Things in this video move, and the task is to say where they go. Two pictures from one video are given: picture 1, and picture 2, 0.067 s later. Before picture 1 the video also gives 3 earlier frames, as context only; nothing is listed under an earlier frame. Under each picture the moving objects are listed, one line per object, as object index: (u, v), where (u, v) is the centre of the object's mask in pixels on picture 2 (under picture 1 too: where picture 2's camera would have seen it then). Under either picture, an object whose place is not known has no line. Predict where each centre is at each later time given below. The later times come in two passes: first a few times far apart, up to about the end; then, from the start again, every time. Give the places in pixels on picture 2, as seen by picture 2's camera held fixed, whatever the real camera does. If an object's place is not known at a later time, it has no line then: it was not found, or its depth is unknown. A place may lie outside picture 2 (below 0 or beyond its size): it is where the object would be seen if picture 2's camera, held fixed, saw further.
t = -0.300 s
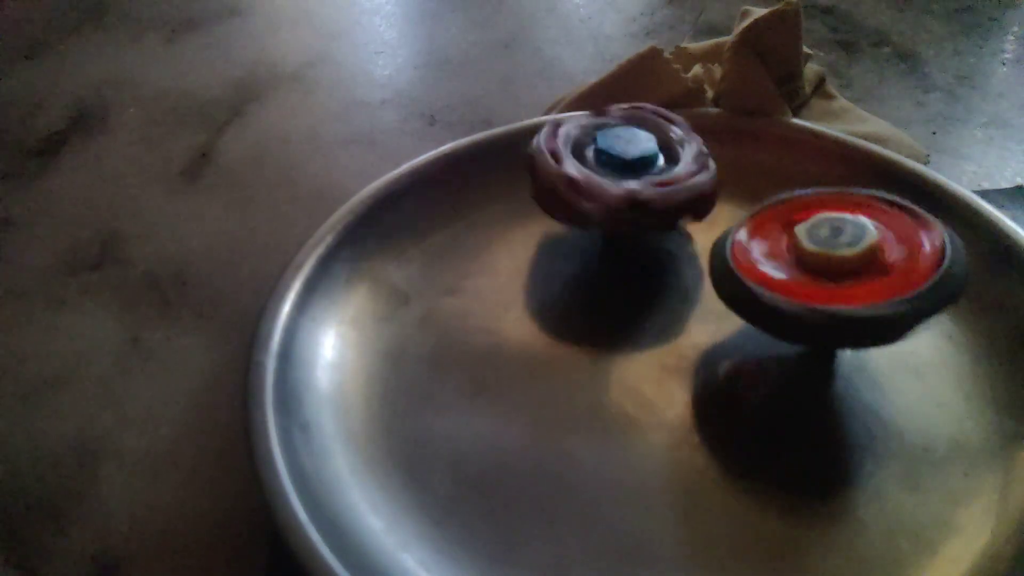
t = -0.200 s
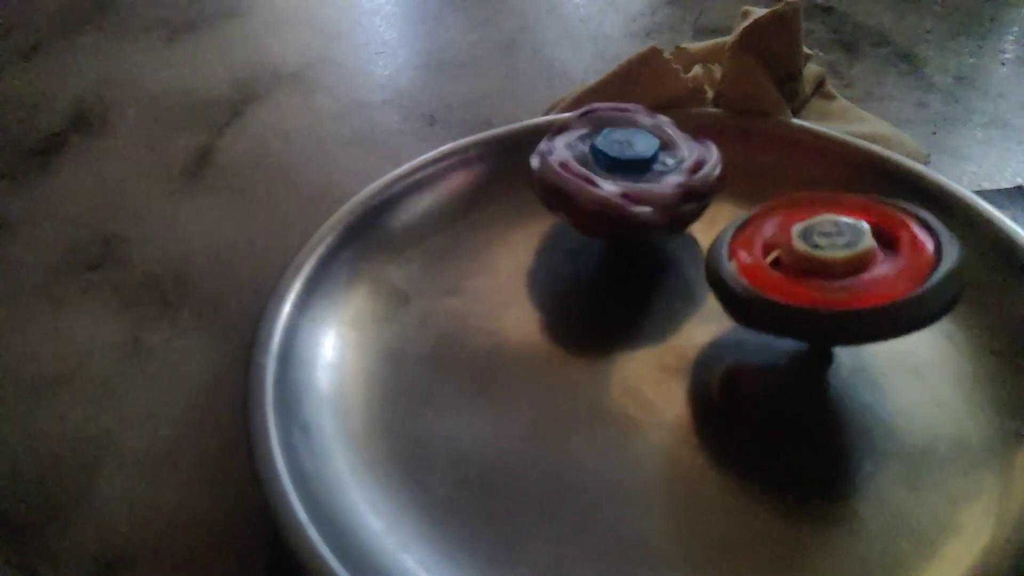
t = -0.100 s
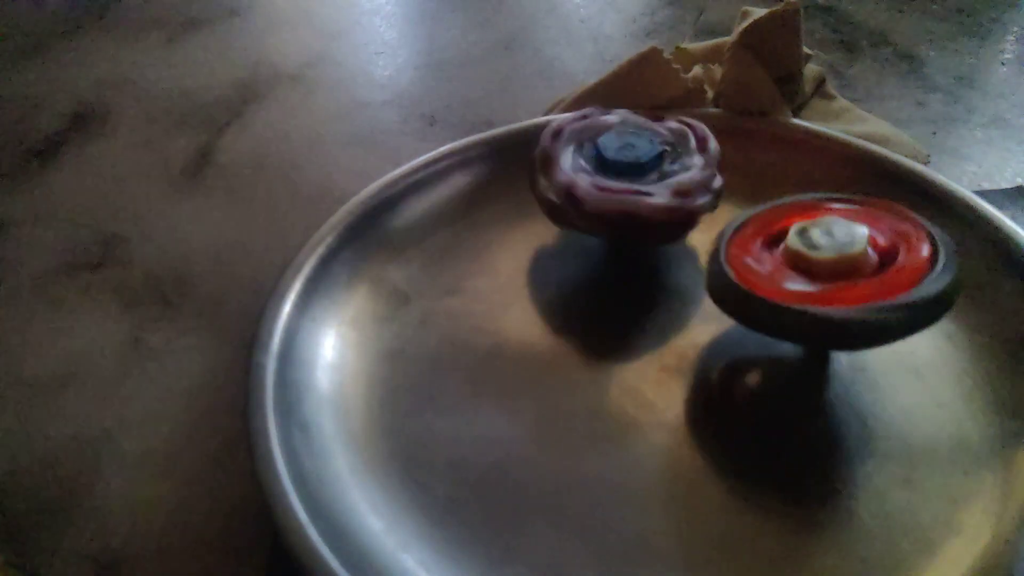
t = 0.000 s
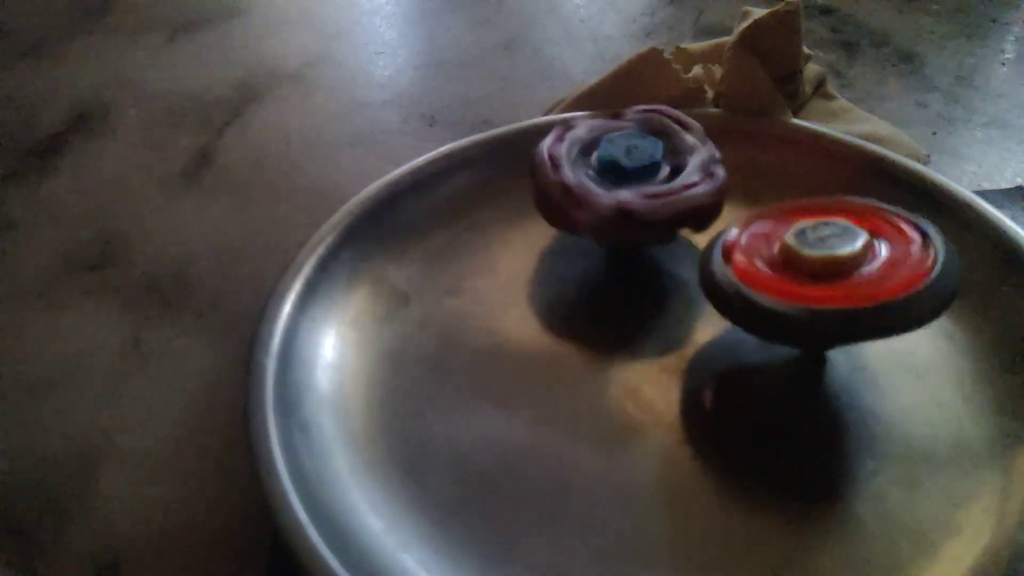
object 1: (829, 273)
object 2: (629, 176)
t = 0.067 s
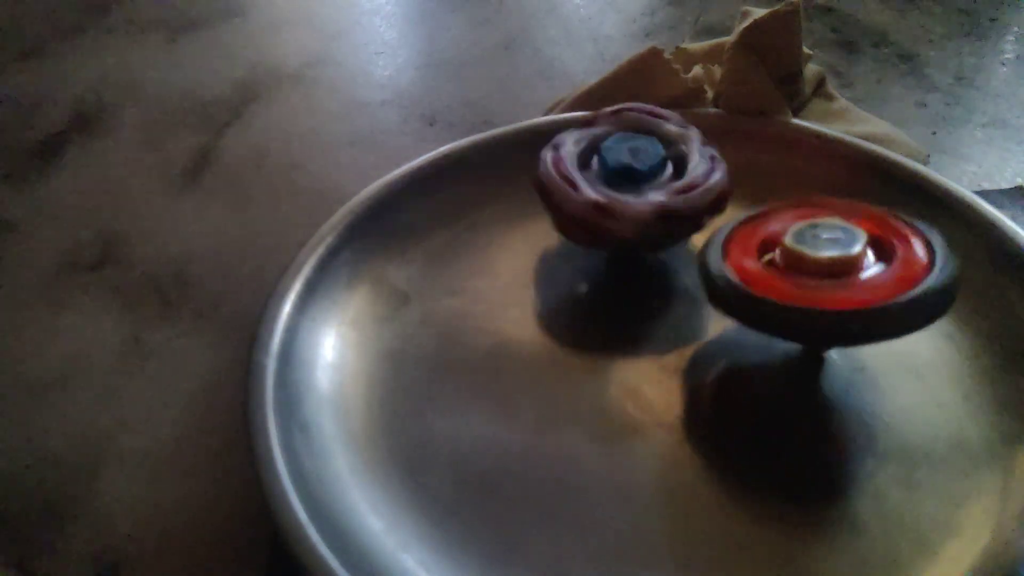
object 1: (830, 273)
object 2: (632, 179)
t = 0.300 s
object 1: (821, 278)
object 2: (634, 185)
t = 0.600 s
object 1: (820, 296)
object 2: (631, 181)
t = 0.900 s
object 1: (810, 308)
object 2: (625, 177)
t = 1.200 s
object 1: (797, 312)
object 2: (621, 174)
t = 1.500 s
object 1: (784, 313)
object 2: (615, 171)
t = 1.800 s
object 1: (772, 313)
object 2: (610, 169)
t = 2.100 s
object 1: (758, 311)
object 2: (601, 166)
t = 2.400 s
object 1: (746, 307)
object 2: (597, 162)
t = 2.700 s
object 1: (736, 301)
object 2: (595, 159)
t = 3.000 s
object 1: (723, 296)
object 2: (593, 157)
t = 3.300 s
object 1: (715, 291)
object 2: (593, 157)
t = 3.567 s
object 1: (707, 284)
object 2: (592, 153)
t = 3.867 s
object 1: (702, 276)
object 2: (591, 150)
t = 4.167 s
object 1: (700, 270)
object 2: (588, 150)
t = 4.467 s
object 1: (703, 277)
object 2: (593, 147)
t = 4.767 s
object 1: (701, 275)
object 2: (592, 144)
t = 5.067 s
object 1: (703, 266)
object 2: (594, 143)
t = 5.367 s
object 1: (711, 261)
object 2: (598, 142)
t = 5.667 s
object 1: (715, 262)
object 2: (597, 146)
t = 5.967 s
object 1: (726, 273)
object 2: (601, 144)
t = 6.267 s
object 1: (731, 275)
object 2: (604, 148)
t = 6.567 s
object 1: (742, 276)
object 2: (610, 145)
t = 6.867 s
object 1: (752, 279)
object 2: (609, 152)
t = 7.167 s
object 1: (761, 285)
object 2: (609, 155)
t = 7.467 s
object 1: (766, 288)
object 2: (606, 158)
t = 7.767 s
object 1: (771, 296)
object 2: (604, 166)
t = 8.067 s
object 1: (772, 300)
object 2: (600, 169)
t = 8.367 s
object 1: (771, 307)
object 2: (597, 178)
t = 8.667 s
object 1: (769, 311)
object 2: (595, 187)
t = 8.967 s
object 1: (763, 316)
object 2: (590, 196)
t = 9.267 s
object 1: (756, 319)
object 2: (582, 206)
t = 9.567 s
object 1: (753, 328)
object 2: (572, 213)
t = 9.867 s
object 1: (745, 339)
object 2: (557, 216)
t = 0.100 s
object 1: (827, 274)
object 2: (632, 180)
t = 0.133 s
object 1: (826, 276)
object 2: (633, 181)
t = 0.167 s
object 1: (825, 277)
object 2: (634, 181)
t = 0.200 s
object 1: (824, 277)
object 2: (634, 182)
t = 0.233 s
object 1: (823, 277)
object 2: (634, 184)
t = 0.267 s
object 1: (822, 277)
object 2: (634, 184)
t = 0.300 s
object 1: (821, 278)
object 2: (634, 185)
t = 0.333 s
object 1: (820, 279)
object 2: (635, 186)
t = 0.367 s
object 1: (820, 282)
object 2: (636, 186)
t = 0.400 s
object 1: (820, 285)
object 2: (635, 185)
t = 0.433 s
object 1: (819, 288)
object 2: (635, 184)
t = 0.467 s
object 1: (820, 289)
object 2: (634, 183)
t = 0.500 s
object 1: (820, 291)
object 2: (633, 183)
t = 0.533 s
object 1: (820, 292)
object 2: (632, 183)
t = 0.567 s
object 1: (821, 294)
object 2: (632, 181)
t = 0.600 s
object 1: (820, 296)
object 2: (631, 181)
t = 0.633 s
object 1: (820, 298)
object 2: (631, 181)
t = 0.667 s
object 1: (819, 300)
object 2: (630, 182)
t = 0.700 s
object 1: (817, 302)
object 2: (630, 182)
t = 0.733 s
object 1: (816, 303)
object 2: (630, 180)
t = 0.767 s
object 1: (816, 304)
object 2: (629, 179)
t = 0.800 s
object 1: (815, 306)
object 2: (628, 179)
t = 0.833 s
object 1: (814, 306)
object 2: (627, 180)
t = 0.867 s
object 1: (812, 307)
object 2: (626, 178)
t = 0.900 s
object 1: (810, 308)
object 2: (625, 177)
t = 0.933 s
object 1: (808, 310)
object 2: (624, 177)
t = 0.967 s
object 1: (806, 309)
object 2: (625, 178)
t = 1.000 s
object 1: (805, 309)
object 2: (625, 177)
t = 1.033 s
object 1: (805, 309)
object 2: (624, 176)
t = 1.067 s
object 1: (803, 309)
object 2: (623, 175)
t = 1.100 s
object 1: (803, 309)
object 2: (623, 175)
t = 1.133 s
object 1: (801, 310)
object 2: (622, 176)
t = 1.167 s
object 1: (799, 312)
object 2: (622, 175)
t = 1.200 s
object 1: (797, 312)
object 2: (621, 174)
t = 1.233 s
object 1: (796, 312)
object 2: (620, 173)
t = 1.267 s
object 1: (794, 311)
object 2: (620, 174)
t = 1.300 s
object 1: (793, 311)
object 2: (619, 173)
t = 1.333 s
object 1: (792, 311)
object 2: (618, 172)
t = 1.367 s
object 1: (791, 311)
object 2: (617, 171)
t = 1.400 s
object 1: (788, 312)
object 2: (617, 172)
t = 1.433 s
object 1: (788, 312)
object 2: (616, 172)
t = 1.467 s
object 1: (786, 312)
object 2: (616, 171)
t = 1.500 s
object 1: (784, 313)
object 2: (615, 171)
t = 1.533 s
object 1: (782, 312)
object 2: (614, 170)
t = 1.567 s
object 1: (782, 312)
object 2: (613, 171)
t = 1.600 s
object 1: (782, 311)
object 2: (613, 171)
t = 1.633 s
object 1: (781, 312)
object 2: (613, 171)
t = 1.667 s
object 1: (780, 312)
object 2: (613, 170)
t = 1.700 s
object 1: (779, 313)
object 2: (612, 169)
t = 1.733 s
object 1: (777, 313)
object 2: (611, 170)
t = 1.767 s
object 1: (774, 313)
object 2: (610, 170)
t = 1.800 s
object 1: (772, 313)
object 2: (610, 169)
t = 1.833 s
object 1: (771, 313)
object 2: (608, 169)
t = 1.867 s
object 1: (770, 312)
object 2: (608, 169)
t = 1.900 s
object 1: (768, 312)
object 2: (607, 167)
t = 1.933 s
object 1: (766, 312)
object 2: (607, 168)
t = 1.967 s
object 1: (764, 312)
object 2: (606, 167)
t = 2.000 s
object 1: (761, 312)
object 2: (605, 167)
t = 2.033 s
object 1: (760, 311)
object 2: (604, 167)
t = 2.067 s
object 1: (758, 311)
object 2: (602, 166)
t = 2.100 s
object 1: (758, 311)
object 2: (601, 166)
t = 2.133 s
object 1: (756, 309)
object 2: (601, 166)
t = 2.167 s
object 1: (756, 309)
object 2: (599, 165)
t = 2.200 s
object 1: (754, 310)
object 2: (599, 164)
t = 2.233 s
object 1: (753, 310)
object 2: (599, 164)
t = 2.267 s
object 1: (751, 309)
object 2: (598, 164)
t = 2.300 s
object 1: (749, 309)
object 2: (598, 164)
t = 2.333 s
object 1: (748, 309)
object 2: (598, 164)
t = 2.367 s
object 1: (747, 308)
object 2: (598, 163)
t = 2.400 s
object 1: (746, 307)
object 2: (597, 162)
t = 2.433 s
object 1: (745, 306)
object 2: (596, 162)
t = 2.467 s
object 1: (743, 306)
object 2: (596, 162)
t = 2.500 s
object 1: (742, 305)
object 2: (595, 161)
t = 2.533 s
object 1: (740, 305)
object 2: (595, 162)
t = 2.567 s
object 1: (738, 304)
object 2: (595, 160)
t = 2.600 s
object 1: (737, 303)
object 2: (596, 161)
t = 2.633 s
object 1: (737, 302)
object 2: (596, 160)
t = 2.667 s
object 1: (736, 302)
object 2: (595, 161)
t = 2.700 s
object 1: (736, 301)
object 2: (595, 159)
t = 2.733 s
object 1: (734, 301)
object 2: (595, 161)
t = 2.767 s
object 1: (733, 302)
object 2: (594, 161)
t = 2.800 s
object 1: (731, 301)
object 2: (594, 160)
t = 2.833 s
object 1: (729, 300)
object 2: (595, 160)
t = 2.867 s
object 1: (728, 299)
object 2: (595, 160)
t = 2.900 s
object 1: (727, 298)
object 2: (595, 159)
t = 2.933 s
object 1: (727, 297)
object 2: (594, 158)
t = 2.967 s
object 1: (725, 297)
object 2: (594, 157)
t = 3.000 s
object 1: (723, 296)
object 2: (593, 157)
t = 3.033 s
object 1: (722, 296)
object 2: (593, 157)
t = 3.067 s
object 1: (720, 295)
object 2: (593, 157)
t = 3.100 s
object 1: (718, 293)
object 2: (592, 156)
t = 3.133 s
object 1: (718, 292)
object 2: (593, 156)
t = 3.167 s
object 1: (718, 291)
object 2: (593, 155)
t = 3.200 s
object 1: (718, 290)
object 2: (592, 157)
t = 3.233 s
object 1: (717, 291)
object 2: (592, 156)
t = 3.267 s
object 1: (716, 291)
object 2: (592, 156)
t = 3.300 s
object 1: (715, 291)
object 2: (593, 157)
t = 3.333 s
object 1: (713, 289)
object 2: (593, 156)
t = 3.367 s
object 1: (713, 289)
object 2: (592, 156)
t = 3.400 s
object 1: (713, 288)
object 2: (592, 155)
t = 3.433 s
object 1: (712, 287)
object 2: (591, 155)
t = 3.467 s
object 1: (712, 285)
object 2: (592, 154)
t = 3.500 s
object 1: (710, 285)
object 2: (592, 154)
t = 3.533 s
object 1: (708, 285)
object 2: (592, 153)
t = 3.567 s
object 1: (707, 284)
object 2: (592, 153)
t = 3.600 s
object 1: (706, 283)
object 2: (594, 153)
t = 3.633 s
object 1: (706, 281)
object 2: (594, 151)
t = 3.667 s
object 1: (705, 281)
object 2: (591, 152)
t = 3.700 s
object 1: (706, 280)
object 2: (593, 149)
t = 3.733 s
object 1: (705, 279)
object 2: (590, 152)
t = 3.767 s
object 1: (704, 279)
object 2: (590, 151)
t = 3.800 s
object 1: (703, 278)
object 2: (590, 152)
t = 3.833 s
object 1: (703, 278)
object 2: (590, 151)
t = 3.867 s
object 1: (702, 276)
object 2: (591, 150)
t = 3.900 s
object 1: (702, 275)
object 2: (591, 151)
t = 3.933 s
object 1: (702, 274)
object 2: (591, 152)
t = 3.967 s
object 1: (701, 273)
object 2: (588, 152)
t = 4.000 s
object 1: (699, 272)
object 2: (588, 152)
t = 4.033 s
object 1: (699, 272)
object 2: (589, 152)
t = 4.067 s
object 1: (698, 270)
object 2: (589, 152)
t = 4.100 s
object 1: (697, 269)
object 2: (589, 152)
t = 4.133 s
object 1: (698, 269)
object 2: (589, 151)
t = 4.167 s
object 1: (700, 270)
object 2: (588, 150)
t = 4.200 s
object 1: (702, 271)
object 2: (588, 150)
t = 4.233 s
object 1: (701, 273)
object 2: (587, 150)
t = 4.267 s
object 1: (700, 273)
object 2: (586, 150)
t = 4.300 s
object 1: (701, 274)
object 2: (586, 151)
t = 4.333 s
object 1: (701, 275)
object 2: (587, 152)
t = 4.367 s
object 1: (701, 275)
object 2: (590, 150)
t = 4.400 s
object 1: (702, 276)
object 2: (590, 149)
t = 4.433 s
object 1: (702, 277)
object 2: (590, 149)
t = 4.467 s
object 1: (703, 277)
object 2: (593, 147)
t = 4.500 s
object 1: (703, 278)
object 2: (590, 149)
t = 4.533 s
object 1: (701, 278)
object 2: (591, 146)
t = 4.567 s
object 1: (701, 277)
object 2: (590, 146)
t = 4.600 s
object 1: (701, 277)
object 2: (591, 146)
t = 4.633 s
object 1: (701, 276)
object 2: (592, 144)
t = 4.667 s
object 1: (702, 275)
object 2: (590, 147)
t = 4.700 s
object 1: (701, 275)
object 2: (590, 145)
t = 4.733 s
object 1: (702, 275)
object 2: (590, 145)
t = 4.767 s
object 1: (701, 275)
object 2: (592, 144)
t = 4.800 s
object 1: (700, 274)
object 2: (594, 142)
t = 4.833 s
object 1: (700, 272)
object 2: (594, 142)
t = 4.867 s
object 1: (700, 271)
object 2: (590, 146)
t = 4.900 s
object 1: (701, 270)
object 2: (591, 145)
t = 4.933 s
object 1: (701, 268)
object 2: (591, 146)
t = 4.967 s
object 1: (702, 269)
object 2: (593, 144)
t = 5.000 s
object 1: (703, 268)
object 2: (595, 141)
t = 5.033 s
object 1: (704, 267)
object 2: (594, 144)
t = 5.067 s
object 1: (703, 266)
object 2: (594, 143)
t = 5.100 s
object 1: (703, 265)
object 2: (595, 142)
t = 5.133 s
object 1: (704, 264)
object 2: (595, 142)
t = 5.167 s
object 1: (705, 263)
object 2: (596, 142)
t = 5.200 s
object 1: (707, 262)
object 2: (594, 144)
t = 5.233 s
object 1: (708, 262)
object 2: (594, 144)
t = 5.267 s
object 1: (710, 262)
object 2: (593, 145)
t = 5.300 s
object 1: (711, 262)
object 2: (594, 144)
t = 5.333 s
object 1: (710, 262)
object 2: (593, 145)
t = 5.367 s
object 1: (711, 261)
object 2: (598, 142)
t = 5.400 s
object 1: (711, 261)
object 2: (596, 145)
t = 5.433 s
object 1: (711, 260)
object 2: (599, 142)
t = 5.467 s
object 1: (712, 260)
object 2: (595, 147)
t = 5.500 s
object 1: (713, 260)
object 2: (595, 147)
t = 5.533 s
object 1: (713, 260)
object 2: (597, 146)
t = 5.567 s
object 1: (713, 260)
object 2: (597, 145)
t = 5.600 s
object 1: (712, 261)
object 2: (597, 145)
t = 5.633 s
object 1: (714, 260)
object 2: (597, 145)
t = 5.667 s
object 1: (715, 262)
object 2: (597, 146)
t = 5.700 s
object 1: (717, 264)
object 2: (596, 147)
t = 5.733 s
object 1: (719, 265)
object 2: (596, 147)
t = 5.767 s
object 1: (721, 266)
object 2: (595, 148)
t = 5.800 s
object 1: (722, 269)
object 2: (596, 148)
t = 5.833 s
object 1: (724, 270)
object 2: (599, 145)
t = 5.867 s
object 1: (724, 271)
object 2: (598, 147)
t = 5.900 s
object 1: (724, 273)
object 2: (598, 146)
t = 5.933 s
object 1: (725, 273)
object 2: (600, 146)
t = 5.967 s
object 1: (726, 273)
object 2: (601, 144)
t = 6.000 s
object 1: (727, 274)
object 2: (601, 146)
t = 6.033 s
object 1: (728, 274)
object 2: (600, 144)
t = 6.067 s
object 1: (729, 275)
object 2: (599, 147)
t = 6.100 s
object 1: (731, 275)
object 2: (600, 147)
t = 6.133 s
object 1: (731, 276)
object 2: (600, 148)
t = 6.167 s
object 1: (730, 277)
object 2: (601, 147)
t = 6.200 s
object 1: (731, 276)
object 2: (602, 147)
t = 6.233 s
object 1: (731, 276)
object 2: (603, 148)
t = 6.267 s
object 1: (731, 275)
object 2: (604, 148)
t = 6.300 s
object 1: (733, 274)
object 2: (604, 149)
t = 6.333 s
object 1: (734, 274)
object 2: (603, 150)
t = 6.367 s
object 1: (737, 274)
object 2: (605, 150)
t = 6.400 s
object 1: (738, 275)
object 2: (606, 149)
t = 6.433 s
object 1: (738, 275)
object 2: (607, 147)
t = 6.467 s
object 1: (739, 275)
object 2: (607, 147)
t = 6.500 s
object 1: (740, 276)
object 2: (609, 145)
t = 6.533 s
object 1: (741, 275)
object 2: (611, 144)
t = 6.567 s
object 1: (742, 276)
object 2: (610, 145)
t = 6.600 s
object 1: (745, 276)
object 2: (607, 148)
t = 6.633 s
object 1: (747, 276)
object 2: (606, 149)
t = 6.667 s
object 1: (750, 277)
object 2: (607, 150)
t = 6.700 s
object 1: (749, 277)
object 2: (607, 150)
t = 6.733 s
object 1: (750, 278)
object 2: (607, 150)
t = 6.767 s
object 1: (750, 279)
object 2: (608, 150)
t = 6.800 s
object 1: (750, 279)
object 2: (609, 151)
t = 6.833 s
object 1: (751, 279)
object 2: (610, 153)
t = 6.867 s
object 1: (752, 279)
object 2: (609, 152)
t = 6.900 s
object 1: (755, 279)
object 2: (608, 153)
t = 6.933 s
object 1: (757, 280)
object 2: (610, 153)
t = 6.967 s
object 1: (758, 281)
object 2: (609, 153)
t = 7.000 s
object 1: (758, 282)
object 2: (609, 153)
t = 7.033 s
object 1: (758, 284)
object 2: (609, 154)
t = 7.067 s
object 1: (758, 284)
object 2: (610, 154)
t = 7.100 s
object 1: (759, 284)
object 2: (610, 155)
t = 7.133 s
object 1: (759, 284)
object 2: (609, 155)
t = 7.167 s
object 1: (761, 285)
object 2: (609, 155)
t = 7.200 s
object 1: (762, 286)
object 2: (609, 155)
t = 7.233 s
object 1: (763, 287)
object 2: (609, 156)
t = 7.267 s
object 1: (763, 288)
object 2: (609, 155)
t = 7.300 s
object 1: (762, 287)
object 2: (609, 156)
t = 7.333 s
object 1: (762, 288)
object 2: (609, 157)
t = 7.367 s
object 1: (763, 288)
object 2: (608, 157)
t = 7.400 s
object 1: (763, 288)
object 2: (606, 157)
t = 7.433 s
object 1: (764, 287)
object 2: (606, 158)
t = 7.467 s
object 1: (766, 288)
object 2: (606, 158)
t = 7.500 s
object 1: (767, 289)
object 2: (605, 160)
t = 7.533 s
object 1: (768, 291)
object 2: (605, 162)
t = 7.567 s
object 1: (767, 291)
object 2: (605, 163)
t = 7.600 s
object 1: (769, 292)
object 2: (604, 164)
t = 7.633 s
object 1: (769, 293)
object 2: (604, 164)
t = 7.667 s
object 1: (769, 293)
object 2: (604, 165)
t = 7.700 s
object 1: (770, 294)
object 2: (602, 165)
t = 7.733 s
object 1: (771, 294)
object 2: (603, 166)
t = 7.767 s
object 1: (771, 296)
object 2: (604, 166)
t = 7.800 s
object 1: (772, 296)
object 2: (604, 165)
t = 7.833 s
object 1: (770, 297)
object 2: (604, 164)
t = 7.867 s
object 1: (770, 298)
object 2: (603, 167)
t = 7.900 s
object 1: (770, 298)
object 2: (602, 168)
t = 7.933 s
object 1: (770, 298)
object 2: (602, 168)
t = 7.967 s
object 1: (770, 298)
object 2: (601, 169)
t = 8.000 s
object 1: (770, 298)
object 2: (601, 169)
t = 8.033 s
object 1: (771, 299)
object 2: (600, 170)
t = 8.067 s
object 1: (772, 300)
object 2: (600, 169)
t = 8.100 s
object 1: (772, 301)
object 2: (600, 171)
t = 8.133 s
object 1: (771, 302)
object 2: (600, 173)
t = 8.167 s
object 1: (772, 303)
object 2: (600, 174)
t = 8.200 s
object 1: (771, 304)
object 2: (598, 174)
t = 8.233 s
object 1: (771, 304)
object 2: (598, 175)
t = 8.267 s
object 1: (772, 304)
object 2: (598, 175)
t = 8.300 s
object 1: (772, 305)
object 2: (598, 176)
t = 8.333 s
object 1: (772, 306)
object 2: (598, 177)
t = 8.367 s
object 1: (771, 307)
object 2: (597, 178)
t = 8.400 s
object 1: (770, 307)
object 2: (597, 178)
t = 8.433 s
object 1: (769, 308)
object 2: (597, 180)
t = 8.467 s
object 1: (769, 309)
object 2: (596, 181)
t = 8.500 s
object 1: (768, 309)
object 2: (596, 181)
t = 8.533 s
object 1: (768, 309)
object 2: (595, 181)
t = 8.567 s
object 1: (767, 308)
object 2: (594, 182)
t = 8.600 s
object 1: (769, 310)
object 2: (595, 185)
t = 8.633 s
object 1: (769, 310)
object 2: (595, 186)
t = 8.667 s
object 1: (769, 311)
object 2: (595, 187)
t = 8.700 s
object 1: (767, 312)
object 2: (594, 188)
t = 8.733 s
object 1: (766, 313)
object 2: (594, 188)
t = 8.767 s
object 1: (765, 314)
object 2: (593, 191)
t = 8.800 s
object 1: (766, 314)
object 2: (592, 191)
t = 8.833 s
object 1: (765, 314)
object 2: (591, 192)
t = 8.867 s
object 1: (765, 317)
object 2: (591, 194)
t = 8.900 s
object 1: (766, 314)
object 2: (591, 195)
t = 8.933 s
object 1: (764, 315)
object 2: (591, 196)
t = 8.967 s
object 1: (763, 316)
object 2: (590, 196)
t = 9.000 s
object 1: (760, 318)
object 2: (589, 198)
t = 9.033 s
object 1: (759, 318)
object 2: (589, 199)
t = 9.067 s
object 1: (759, 318)
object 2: (587, 201)
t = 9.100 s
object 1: (760, 317)
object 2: (587, 201)
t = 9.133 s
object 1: (760, 317)
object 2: (586, 203)
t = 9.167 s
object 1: (759, 317)
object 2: (586, 204)
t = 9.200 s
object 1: (756, 316)
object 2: (585, 206)
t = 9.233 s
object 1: (757, 318)
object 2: (584, 205)
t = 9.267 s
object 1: (756, 319)
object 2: (582, 206)
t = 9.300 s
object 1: (755, 320)
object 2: (582, 208)
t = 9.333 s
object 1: (755, 321)
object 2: (580, 210)
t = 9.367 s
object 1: (753, 321)
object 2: (579, 211)
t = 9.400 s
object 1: (752, 320)
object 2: (578, 212)
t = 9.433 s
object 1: (753, 320)
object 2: (577, 214)
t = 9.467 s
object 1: (753, 322)
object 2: (576, 214)
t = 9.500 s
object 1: (755, 324)
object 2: (575, 215)
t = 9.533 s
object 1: (754, 326)
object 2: (574, 213)
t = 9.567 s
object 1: (753, 328)
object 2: (572, 213)
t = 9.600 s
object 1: (753, 331)
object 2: (571, 214)
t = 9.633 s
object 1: (752, 334)
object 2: (568, 215)
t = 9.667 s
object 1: (751, 333)
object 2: (567, 215)
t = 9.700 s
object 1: (751, 334)
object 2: (565, 216)
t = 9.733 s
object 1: (751, 336)
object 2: (563, 216)
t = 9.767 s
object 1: (751, 337)
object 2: (561, 216)
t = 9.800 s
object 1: (750, 338)
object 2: (560, 216)
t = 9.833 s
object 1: (747, 339)
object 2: (558, 215)
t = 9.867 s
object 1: (745, 339)
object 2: (557, 216)
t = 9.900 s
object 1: (744, 340)
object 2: (555, 216)
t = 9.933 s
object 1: (743, 341)
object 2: (554, 216)
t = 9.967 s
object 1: (742, 341)
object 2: (552, 216)
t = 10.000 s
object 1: (740, 342)
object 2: (551, 216)
